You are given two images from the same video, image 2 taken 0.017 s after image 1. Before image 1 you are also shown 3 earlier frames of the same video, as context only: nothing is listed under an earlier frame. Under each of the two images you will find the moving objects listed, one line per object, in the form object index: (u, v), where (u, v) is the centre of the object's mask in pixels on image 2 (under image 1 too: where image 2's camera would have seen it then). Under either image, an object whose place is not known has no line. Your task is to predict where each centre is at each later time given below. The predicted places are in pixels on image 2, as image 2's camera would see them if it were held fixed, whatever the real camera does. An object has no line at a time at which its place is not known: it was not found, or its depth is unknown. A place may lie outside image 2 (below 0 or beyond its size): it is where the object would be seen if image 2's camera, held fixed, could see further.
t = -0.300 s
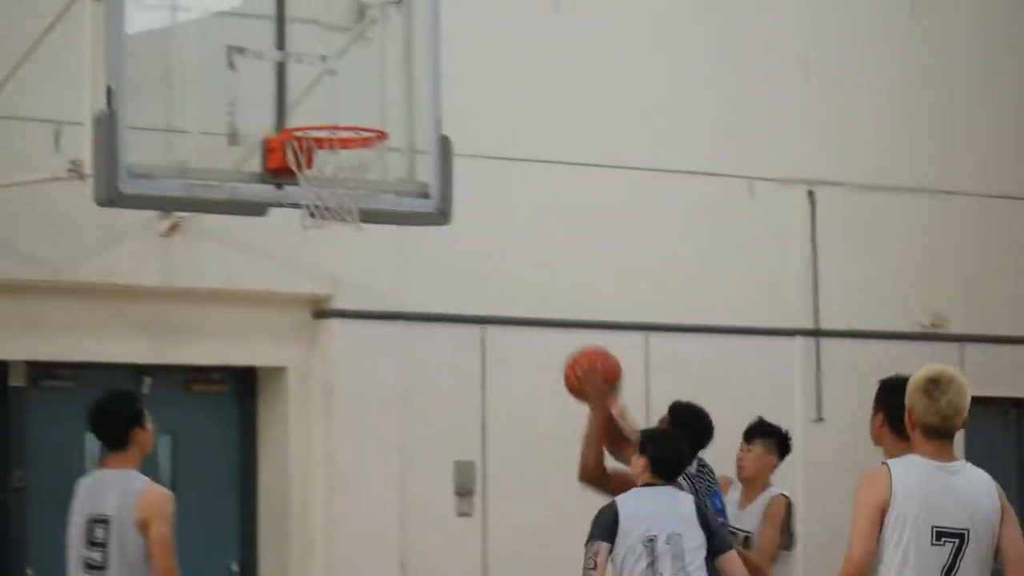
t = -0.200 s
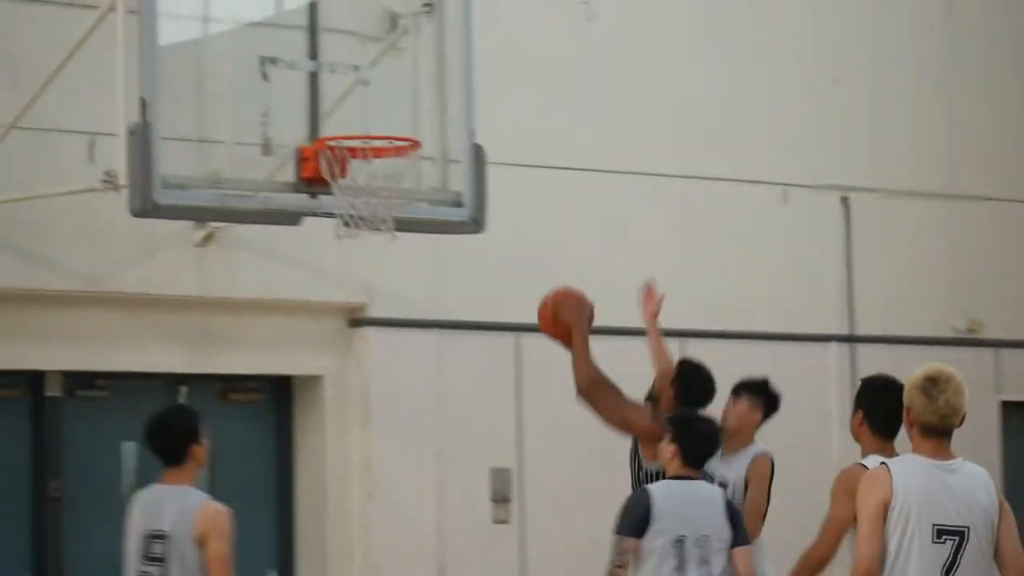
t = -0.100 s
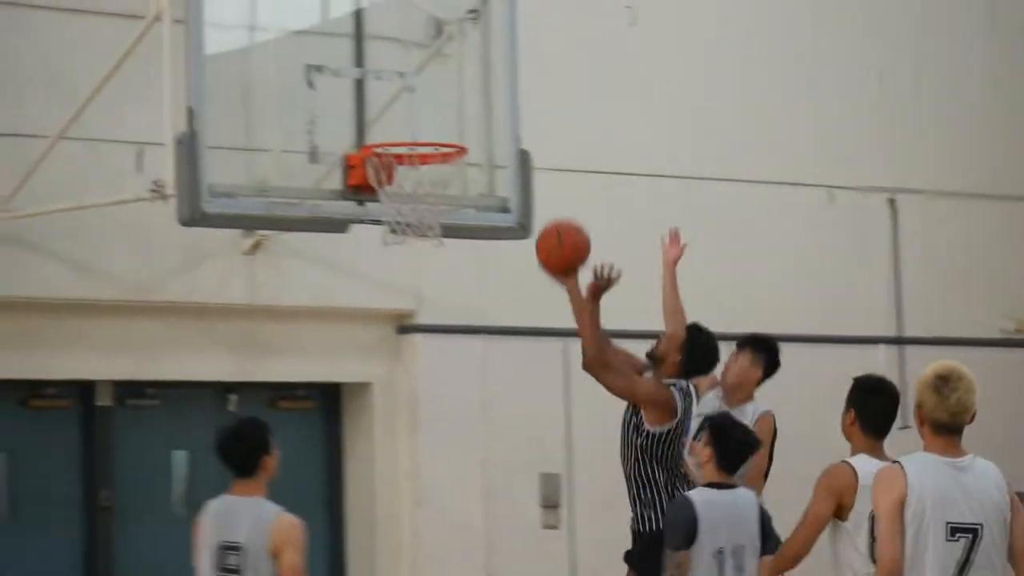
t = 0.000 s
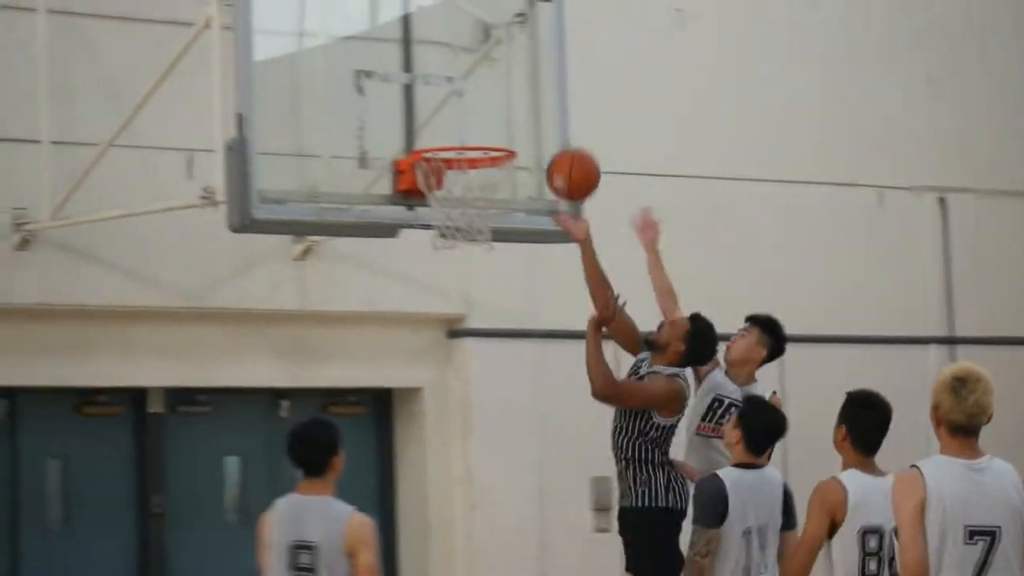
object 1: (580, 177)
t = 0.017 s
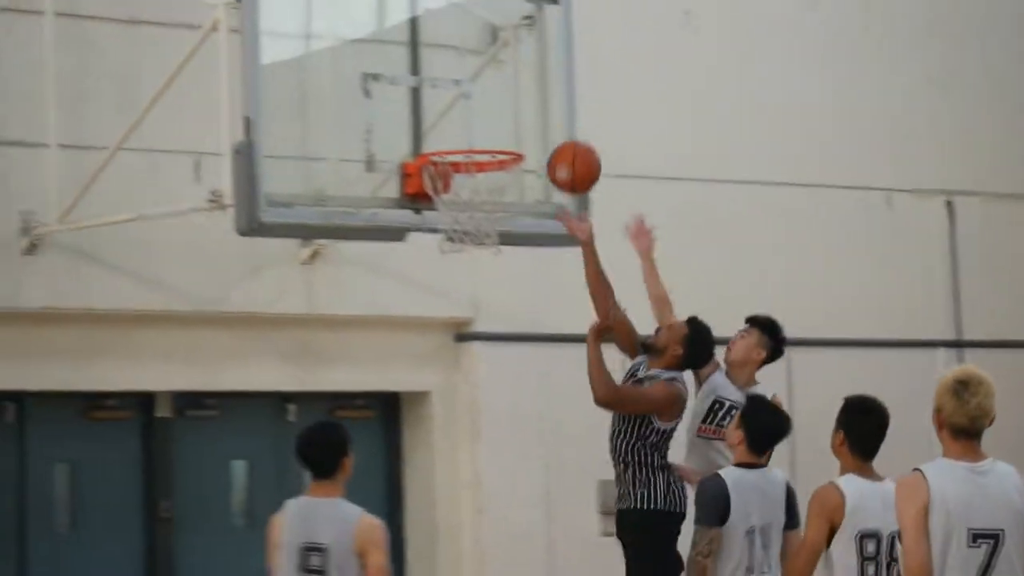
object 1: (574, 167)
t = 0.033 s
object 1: (568, 156)
